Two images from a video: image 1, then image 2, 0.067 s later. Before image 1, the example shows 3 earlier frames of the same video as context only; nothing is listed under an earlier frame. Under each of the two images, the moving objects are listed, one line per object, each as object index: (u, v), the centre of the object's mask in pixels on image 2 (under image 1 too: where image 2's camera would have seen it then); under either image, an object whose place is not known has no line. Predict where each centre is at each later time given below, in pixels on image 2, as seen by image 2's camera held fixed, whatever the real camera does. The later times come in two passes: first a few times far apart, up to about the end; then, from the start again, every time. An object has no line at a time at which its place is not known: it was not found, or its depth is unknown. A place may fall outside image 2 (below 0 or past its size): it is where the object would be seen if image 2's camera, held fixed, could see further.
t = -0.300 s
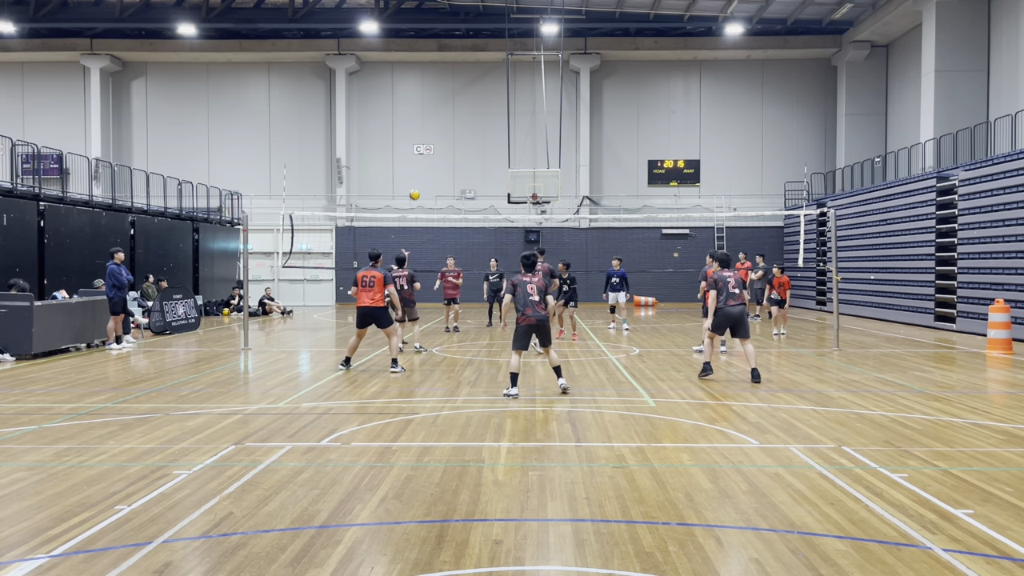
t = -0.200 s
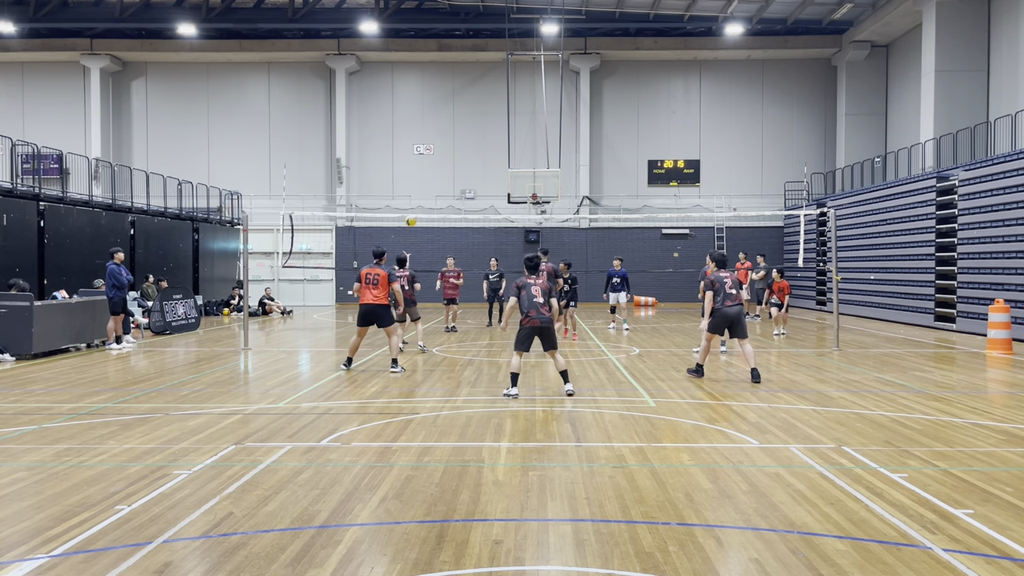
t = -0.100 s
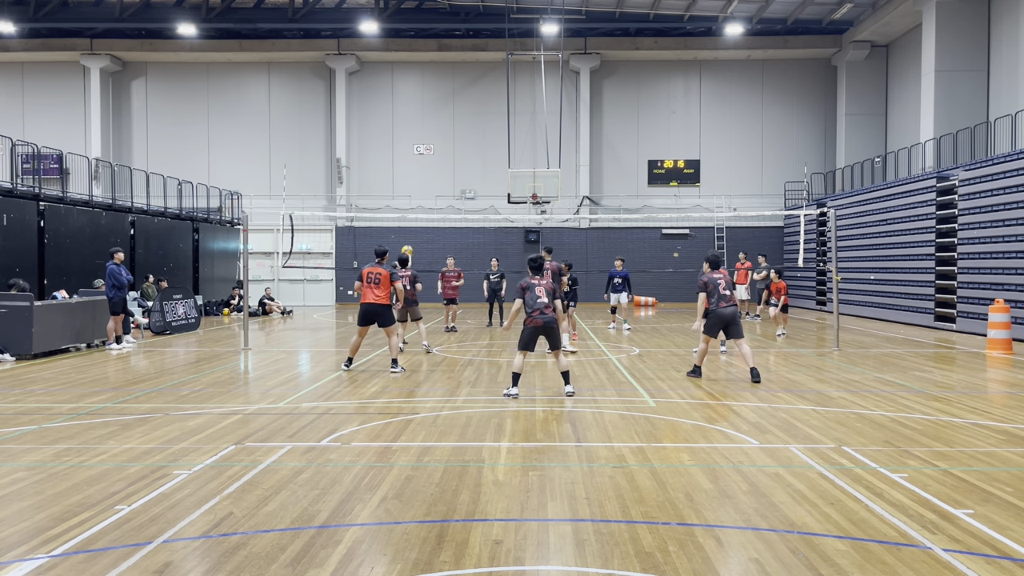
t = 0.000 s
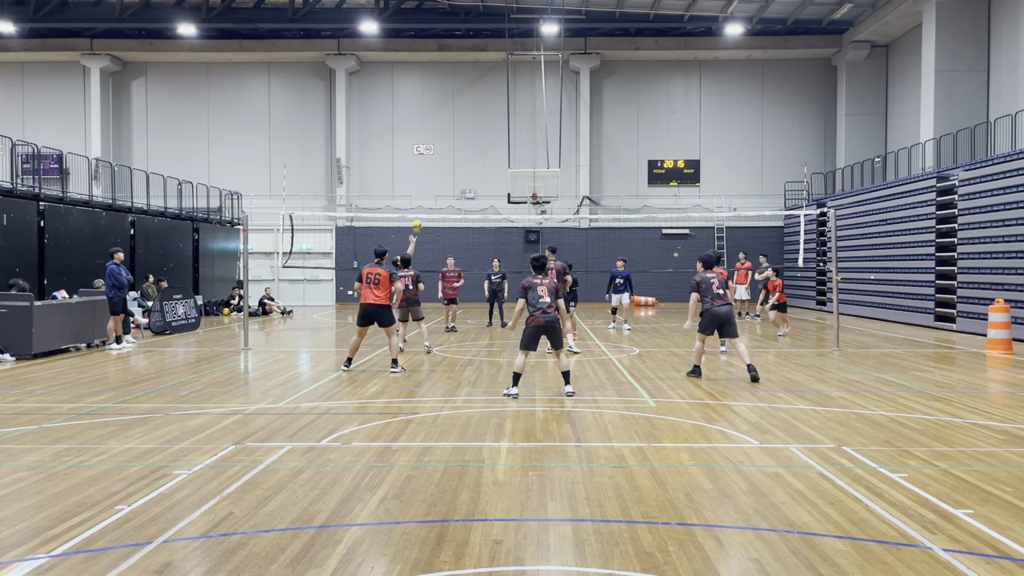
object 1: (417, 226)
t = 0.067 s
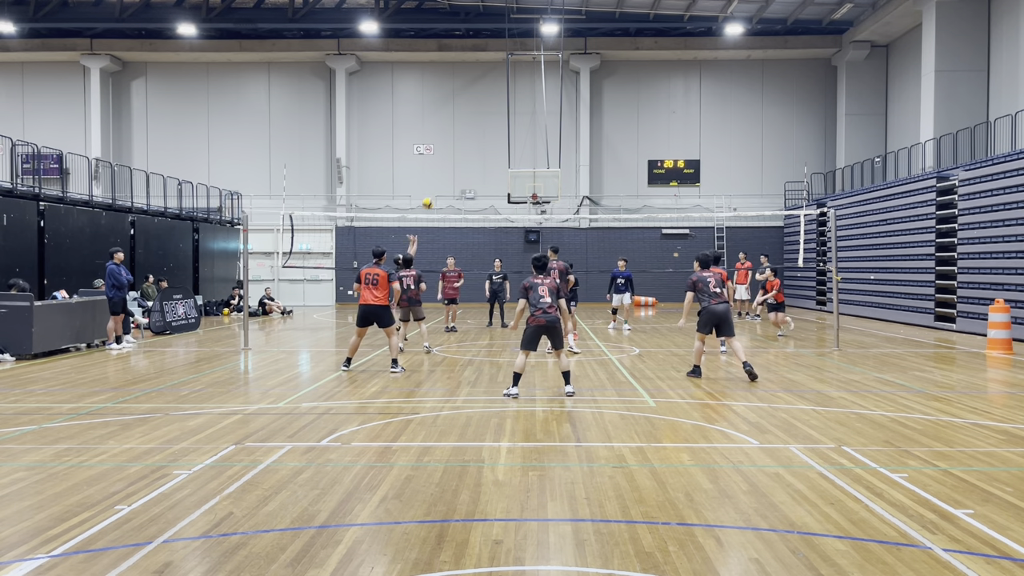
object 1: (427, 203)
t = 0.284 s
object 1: (460, 148)
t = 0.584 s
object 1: (505, 114)
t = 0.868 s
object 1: (547, 127)
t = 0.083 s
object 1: (430, 198)
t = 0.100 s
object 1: (432, 193)
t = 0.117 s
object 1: (435, 188)
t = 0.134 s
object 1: (437, 183)
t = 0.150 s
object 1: (440, 179)
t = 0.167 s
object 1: (442, 174)
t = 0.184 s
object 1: (445, 170)
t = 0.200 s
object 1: (447, 166)
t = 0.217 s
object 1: (450, 162)
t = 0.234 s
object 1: (453, 158)
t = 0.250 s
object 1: (455, 155)
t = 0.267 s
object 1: (458, 151)
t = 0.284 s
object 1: (460, 148)
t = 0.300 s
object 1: (462, 145)
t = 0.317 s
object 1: (465, 142)
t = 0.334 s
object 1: (468, 139)
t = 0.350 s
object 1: (470, 136)
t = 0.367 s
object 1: (473, 134)
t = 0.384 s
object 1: (475, 131)
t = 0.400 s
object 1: (478, 129)
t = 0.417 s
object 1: (480, 127)
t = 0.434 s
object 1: (483, 125)
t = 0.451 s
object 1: (485, 123)
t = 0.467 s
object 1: (488, 122)
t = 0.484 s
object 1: (490, 120)
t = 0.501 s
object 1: (493, 119)
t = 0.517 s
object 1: (495, 118)
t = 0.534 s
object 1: (498, 116)
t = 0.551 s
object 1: (500, 115)
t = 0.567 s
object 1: (503, 115)
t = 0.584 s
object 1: (505, 114)
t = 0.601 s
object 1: (508, 114)
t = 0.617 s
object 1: (510, 113)
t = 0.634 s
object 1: (513, 113)
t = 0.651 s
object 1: (515, 113)
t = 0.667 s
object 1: (518, 113)
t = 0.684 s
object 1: (520, 113)
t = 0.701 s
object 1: (523, 114)
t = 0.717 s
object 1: (525, 115)
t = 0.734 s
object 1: (528, 115)
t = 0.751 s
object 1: (530, 116)
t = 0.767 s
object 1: (532, 117)
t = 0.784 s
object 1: (535, 119)
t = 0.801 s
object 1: (537, 120)
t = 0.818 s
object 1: (539, 121)
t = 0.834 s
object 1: (542, 123)
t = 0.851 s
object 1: (544, 125)
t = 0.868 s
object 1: (547, 127)
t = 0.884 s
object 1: (549, 129)
